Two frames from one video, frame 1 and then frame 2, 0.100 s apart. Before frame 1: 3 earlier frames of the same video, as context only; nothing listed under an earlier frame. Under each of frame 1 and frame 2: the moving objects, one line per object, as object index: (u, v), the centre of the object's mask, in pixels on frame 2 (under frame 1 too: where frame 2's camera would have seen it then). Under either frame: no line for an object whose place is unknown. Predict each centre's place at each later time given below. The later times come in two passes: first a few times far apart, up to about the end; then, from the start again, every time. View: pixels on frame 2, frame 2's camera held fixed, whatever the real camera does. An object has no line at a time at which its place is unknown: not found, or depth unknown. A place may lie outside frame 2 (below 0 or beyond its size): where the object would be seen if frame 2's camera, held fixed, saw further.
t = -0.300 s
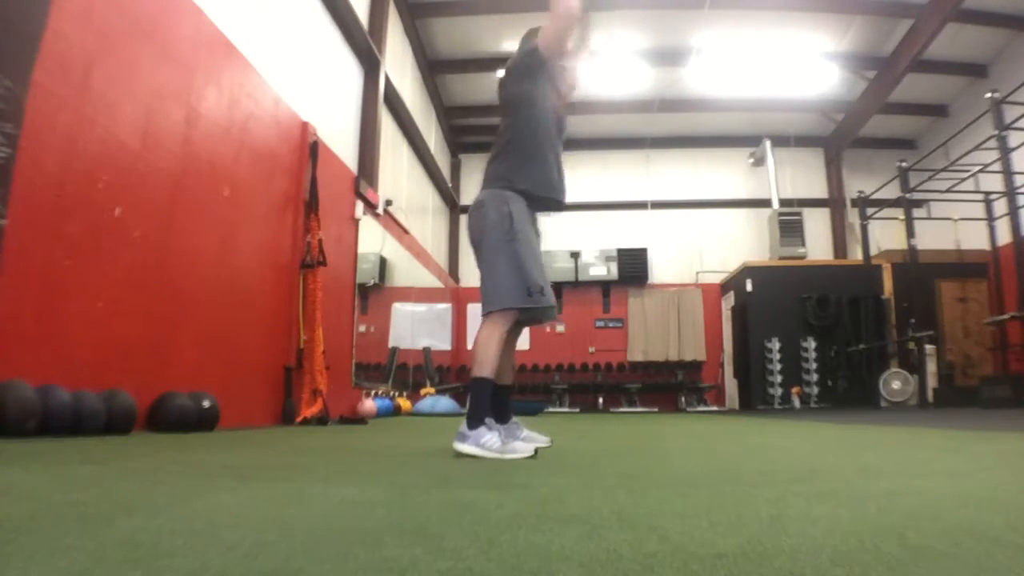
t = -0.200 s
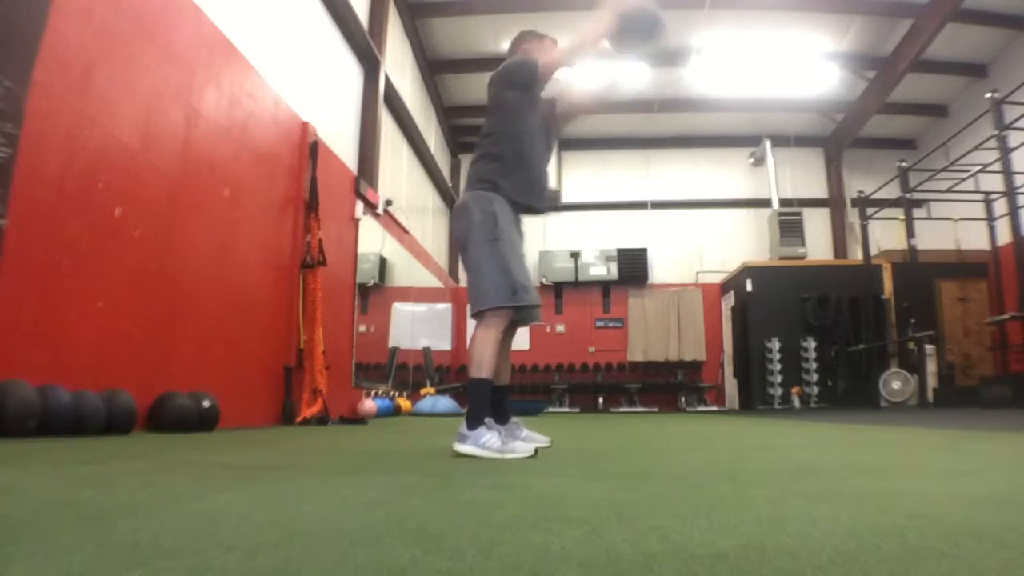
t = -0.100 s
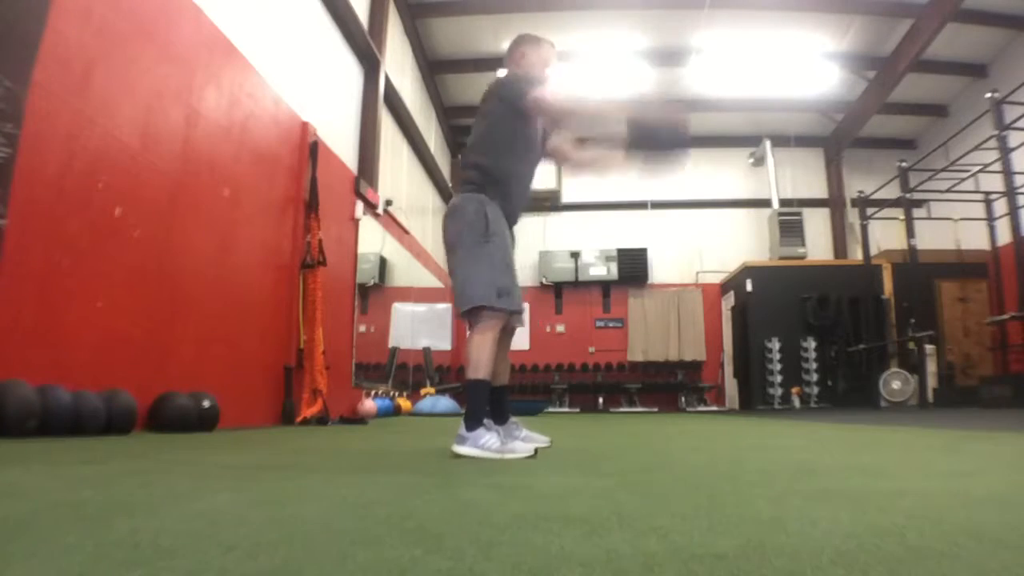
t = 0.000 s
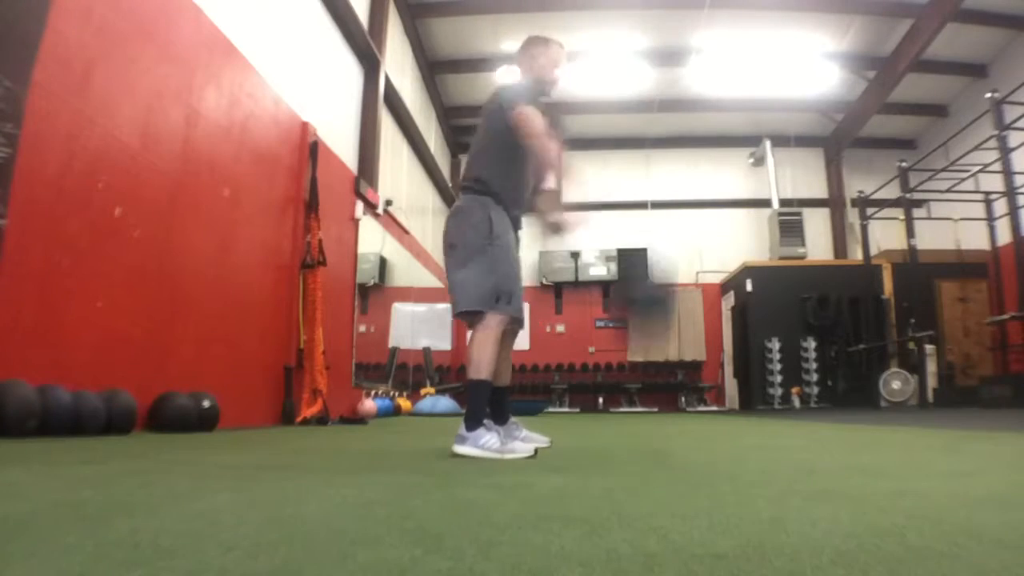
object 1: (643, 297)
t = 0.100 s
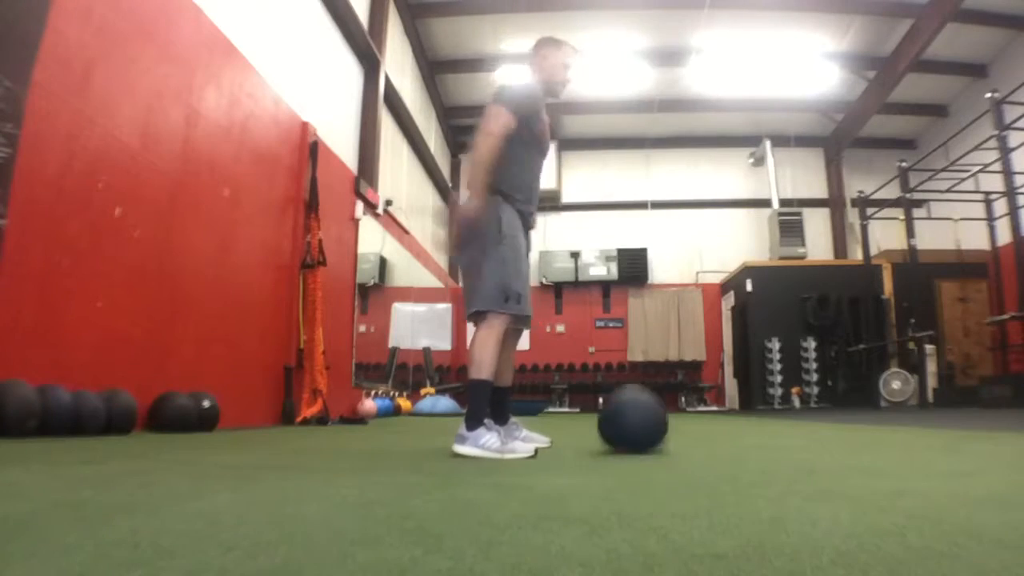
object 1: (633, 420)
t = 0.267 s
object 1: (626, 401)
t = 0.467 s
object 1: (627, 419)
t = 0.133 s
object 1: (631, 410)
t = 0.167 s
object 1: (630, 404)
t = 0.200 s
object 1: (629, 400)
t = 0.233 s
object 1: (627, 399)
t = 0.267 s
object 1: (626, 401)
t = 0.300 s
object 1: (625, 405)
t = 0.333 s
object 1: (624, 411)
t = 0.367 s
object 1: (624, 421)
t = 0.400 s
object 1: (625, 421)
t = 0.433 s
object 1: (626, 420)
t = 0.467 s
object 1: (627, 419)
